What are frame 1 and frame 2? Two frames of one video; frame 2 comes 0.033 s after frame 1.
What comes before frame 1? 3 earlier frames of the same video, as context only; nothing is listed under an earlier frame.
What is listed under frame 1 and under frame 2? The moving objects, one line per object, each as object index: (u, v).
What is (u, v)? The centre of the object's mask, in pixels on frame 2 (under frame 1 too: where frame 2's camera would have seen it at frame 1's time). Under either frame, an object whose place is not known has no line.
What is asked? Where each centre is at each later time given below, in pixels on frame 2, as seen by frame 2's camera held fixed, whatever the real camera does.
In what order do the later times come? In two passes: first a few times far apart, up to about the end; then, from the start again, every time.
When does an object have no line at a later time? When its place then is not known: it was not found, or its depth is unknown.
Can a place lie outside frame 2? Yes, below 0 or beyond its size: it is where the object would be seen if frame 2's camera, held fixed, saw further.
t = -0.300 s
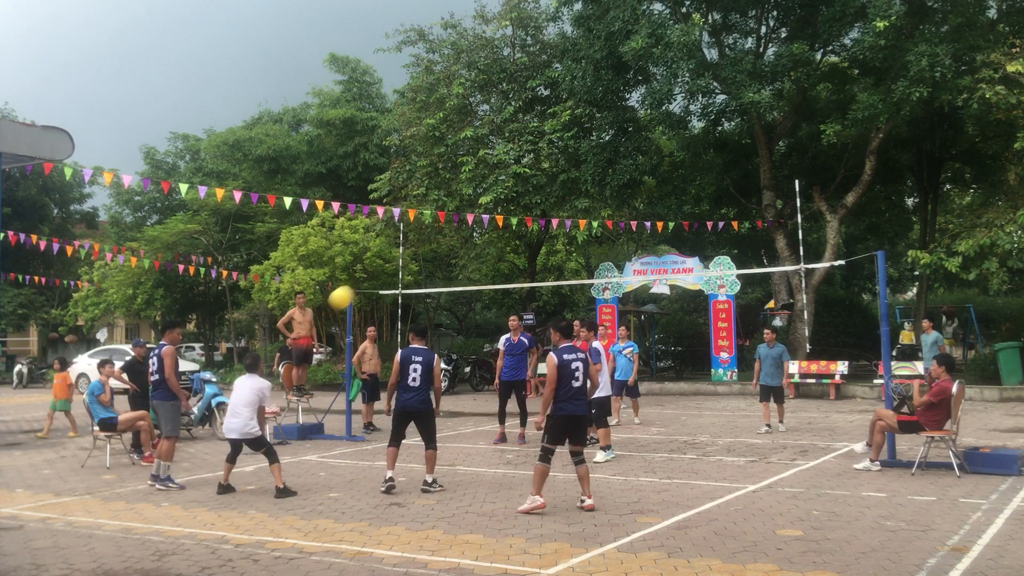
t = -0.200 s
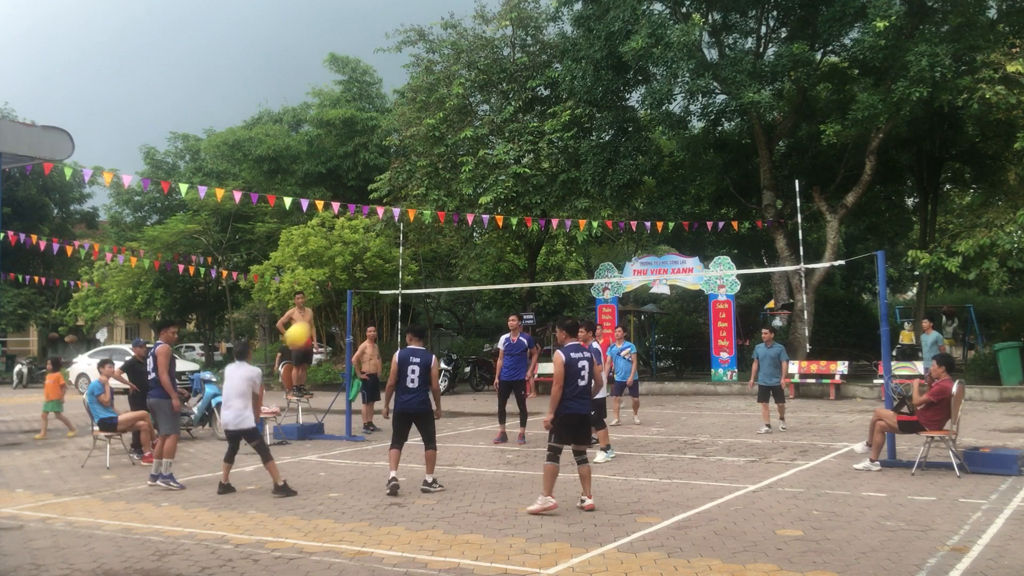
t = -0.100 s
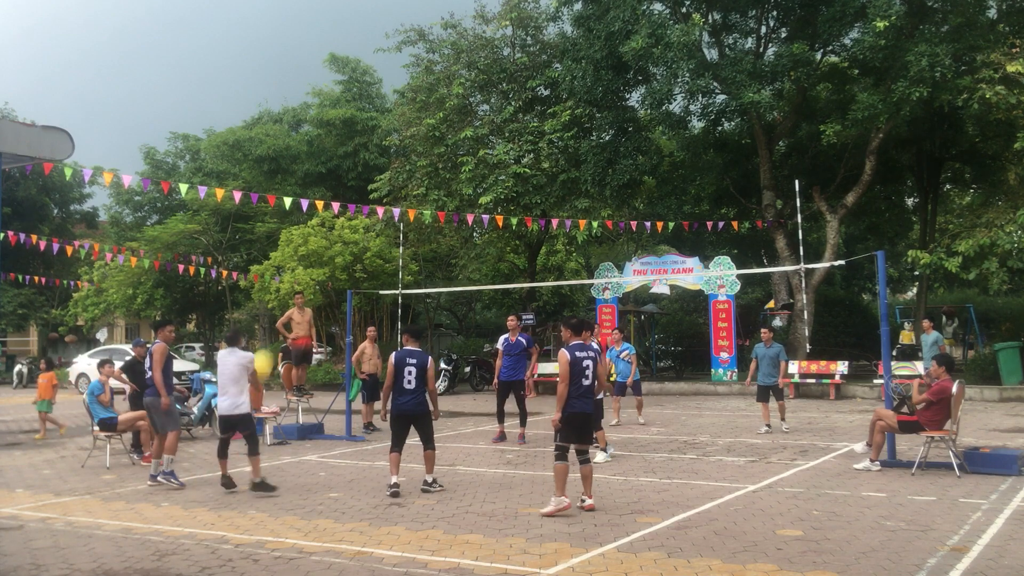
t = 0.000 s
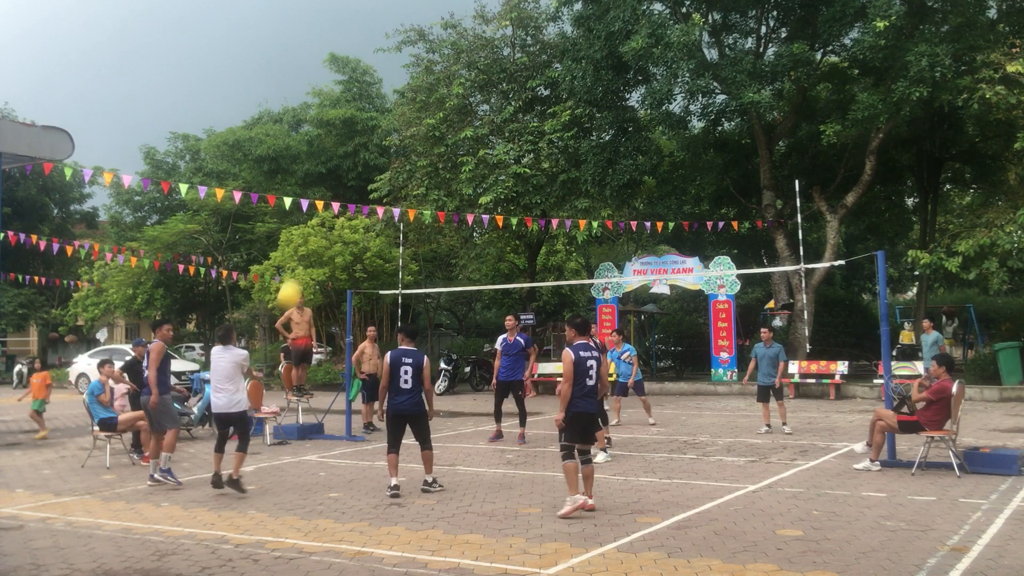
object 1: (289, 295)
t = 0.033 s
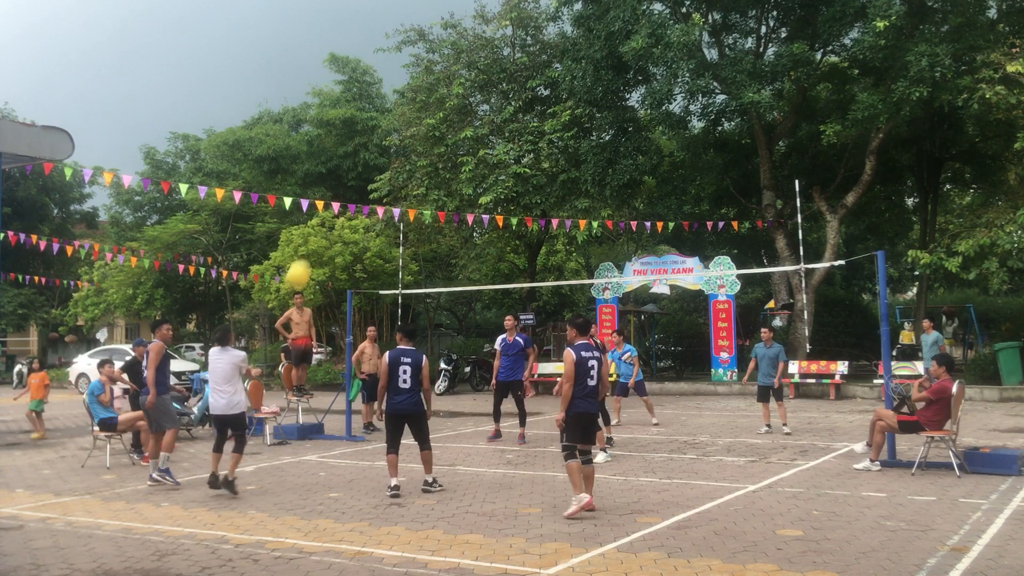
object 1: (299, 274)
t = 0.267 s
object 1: (356, 174)
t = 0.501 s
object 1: (403, 130)
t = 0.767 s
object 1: (450, 133)
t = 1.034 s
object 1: (493, 183)
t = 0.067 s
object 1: (307, 255)
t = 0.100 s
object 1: (316, 238)
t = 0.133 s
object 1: (324, 222)
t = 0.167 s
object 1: (333, 208)
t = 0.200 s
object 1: (341, 195)
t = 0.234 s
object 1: (348, 185)
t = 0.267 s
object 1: (356, 174)
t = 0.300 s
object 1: (363, 165)
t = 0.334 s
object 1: (370, 157)
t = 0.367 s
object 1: (377, 150)
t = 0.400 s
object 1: (383, 143)
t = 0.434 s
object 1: (390, 138)
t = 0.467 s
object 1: (396, 133)
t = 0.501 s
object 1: (403, 130)
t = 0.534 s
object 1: (409, 127)
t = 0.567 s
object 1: (415, 126)
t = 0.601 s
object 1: (421, 125)
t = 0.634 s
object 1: (427, 125)
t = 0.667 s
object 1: (433, 126)
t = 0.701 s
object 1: (439, 128)
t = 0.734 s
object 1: (444, 130)
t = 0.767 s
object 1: (450, 133)
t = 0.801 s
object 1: (455, 137)
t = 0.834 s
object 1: (461, 142)
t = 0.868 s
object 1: (467, 147)
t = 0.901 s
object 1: (472, 153)
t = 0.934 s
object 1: (477, 160)
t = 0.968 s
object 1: (482, 167)
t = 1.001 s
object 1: (488, 175)
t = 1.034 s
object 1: (493, 183)
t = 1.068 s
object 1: (498, 193)
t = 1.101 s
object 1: (503, 202)
